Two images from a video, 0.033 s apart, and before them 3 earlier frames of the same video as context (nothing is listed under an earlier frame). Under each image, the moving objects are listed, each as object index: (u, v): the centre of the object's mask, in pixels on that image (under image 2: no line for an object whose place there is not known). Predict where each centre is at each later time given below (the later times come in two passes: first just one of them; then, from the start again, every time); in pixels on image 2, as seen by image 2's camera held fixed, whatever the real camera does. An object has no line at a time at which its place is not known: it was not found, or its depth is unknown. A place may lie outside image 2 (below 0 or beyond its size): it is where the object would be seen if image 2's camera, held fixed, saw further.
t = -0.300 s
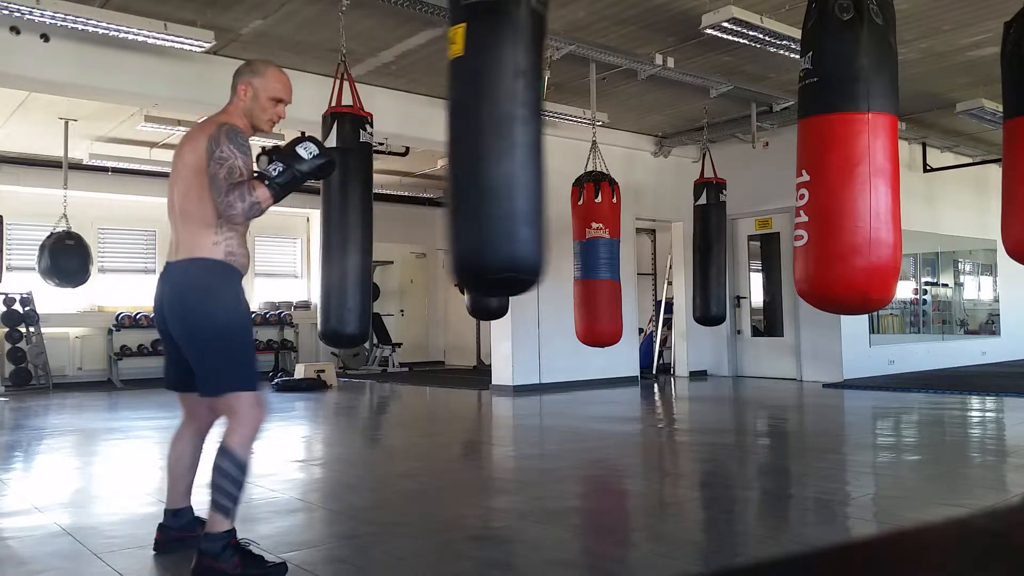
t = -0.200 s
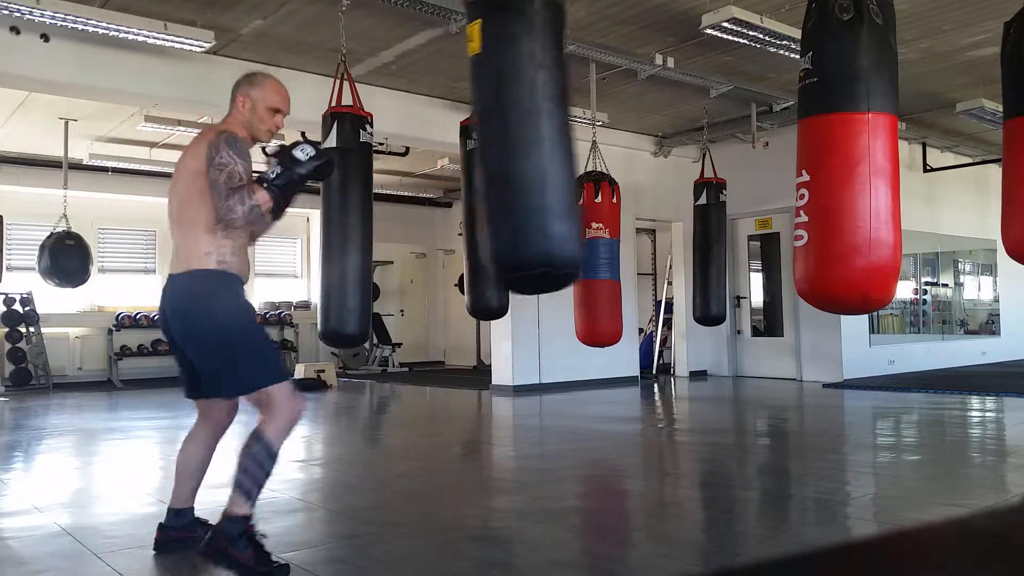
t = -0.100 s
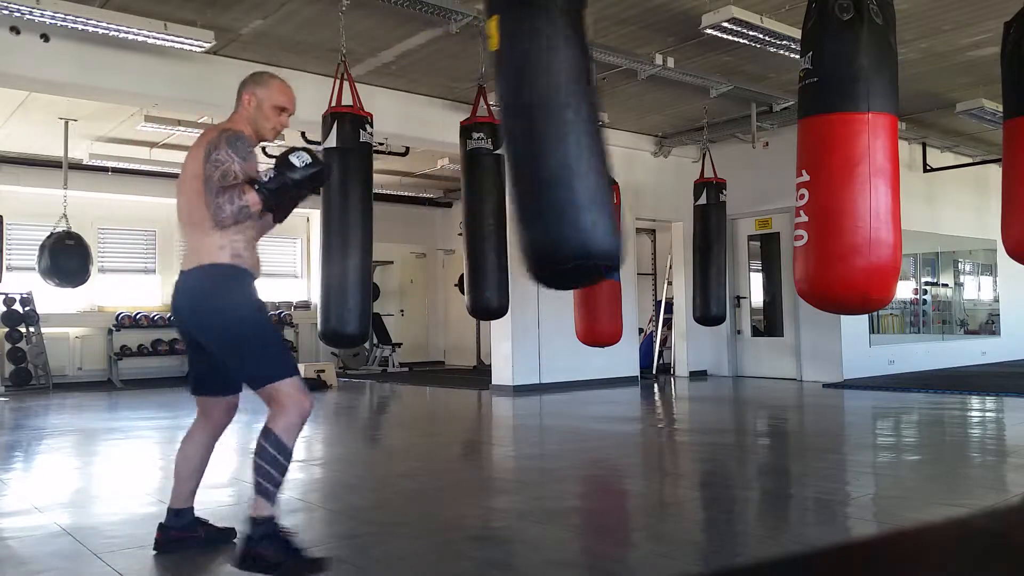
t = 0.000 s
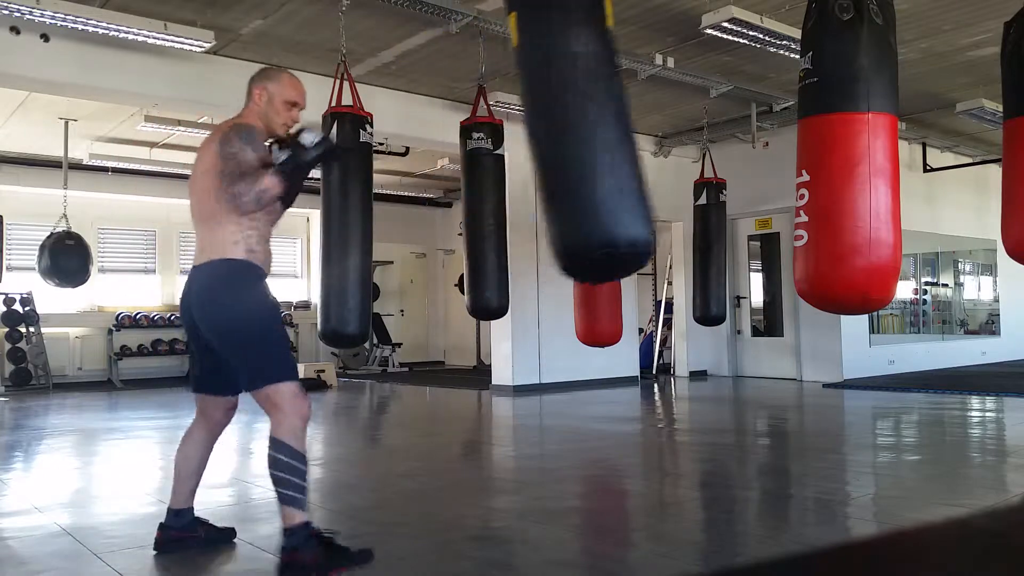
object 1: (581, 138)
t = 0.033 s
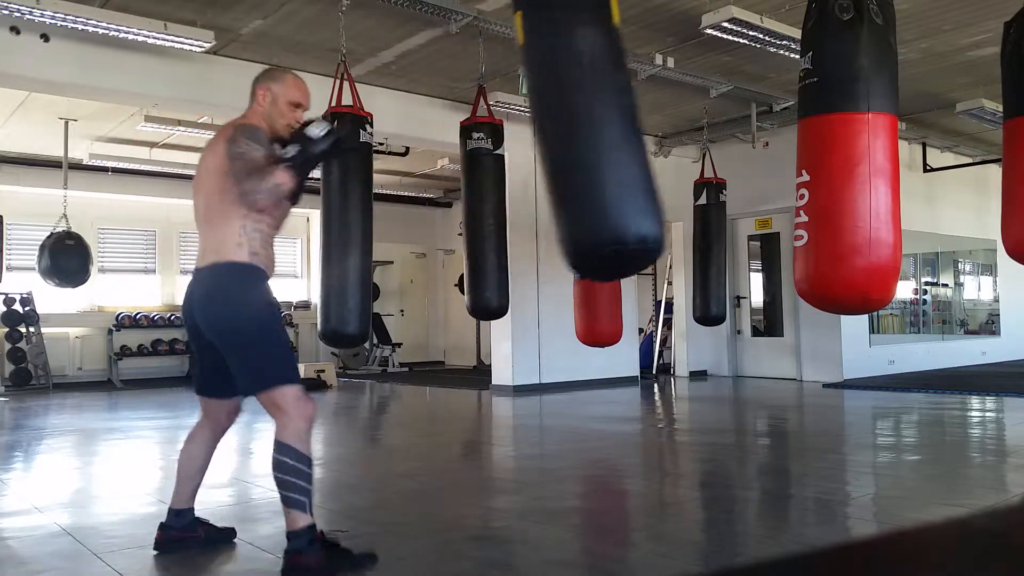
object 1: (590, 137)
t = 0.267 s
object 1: (629, 129)
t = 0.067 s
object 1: (597, 135)
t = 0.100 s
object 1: (605, 134)
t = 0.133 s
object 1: (611, 133)
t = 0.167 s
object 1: (617, 131)
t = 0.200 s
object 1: (622, 131)
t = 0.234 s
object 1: (626, 130)
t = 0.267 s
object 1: (629, 129)
